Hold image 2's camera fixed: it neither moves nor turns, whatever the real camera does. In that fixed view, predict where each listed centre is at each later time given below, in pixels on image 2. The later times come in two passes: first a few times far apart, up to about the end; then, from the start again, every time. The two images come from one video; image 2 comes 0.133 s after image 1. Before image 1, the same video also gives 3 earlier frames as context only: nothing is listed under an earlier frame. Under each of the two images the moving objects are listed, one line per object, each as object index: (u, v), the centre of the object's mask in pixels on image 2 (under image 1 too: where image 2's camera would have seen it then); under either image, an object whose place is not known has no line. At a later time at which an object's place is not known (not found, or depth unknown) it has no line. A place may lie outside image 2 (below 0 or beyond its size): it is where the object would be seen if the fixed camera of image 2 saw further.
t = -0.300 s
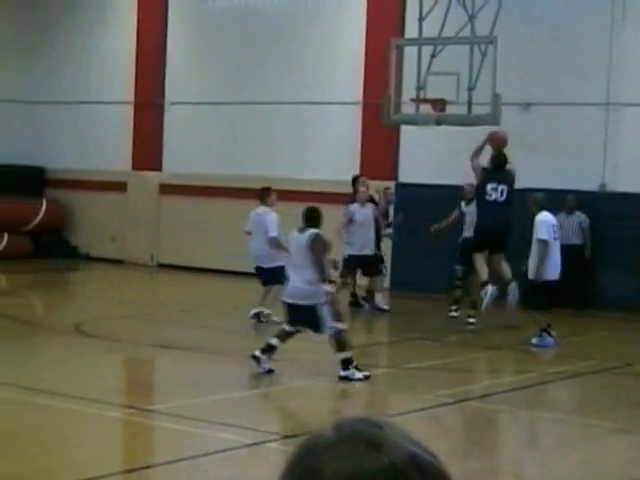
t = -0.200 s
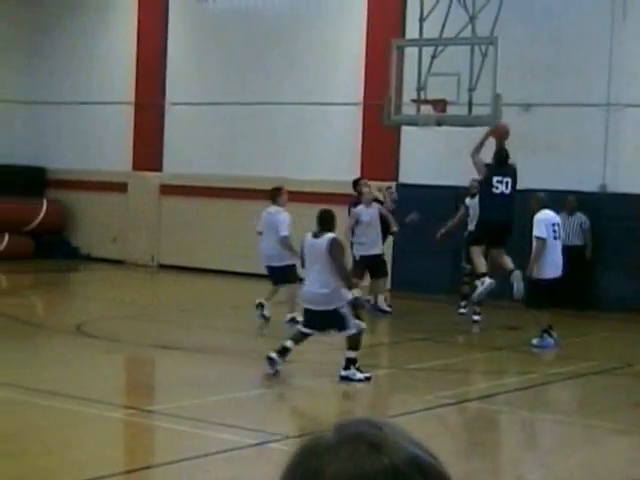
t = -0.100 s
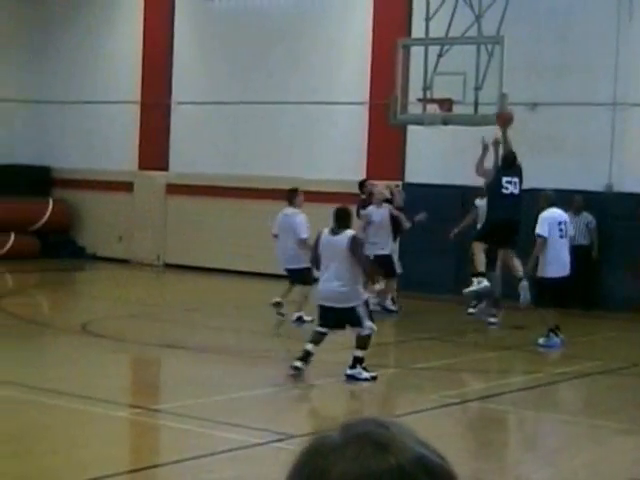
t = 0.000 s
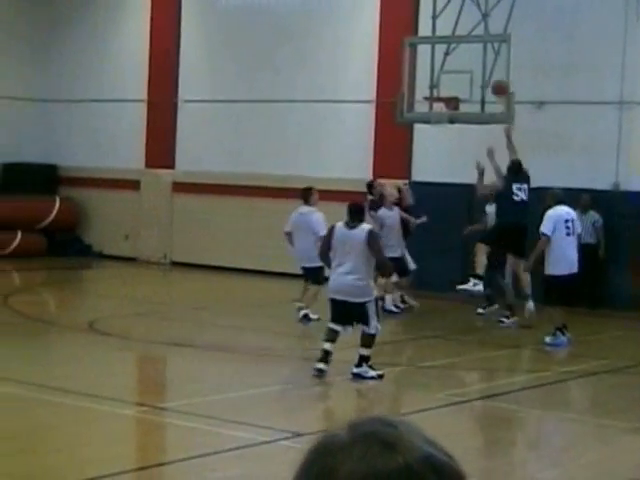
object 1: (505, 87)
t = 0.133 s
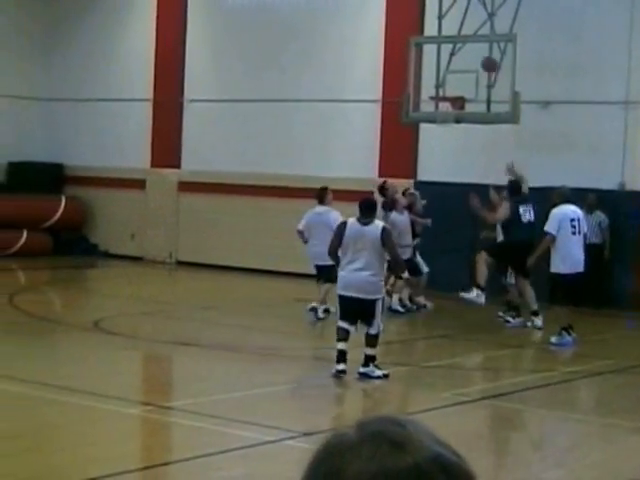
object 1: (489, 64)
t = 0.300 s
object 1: (469, 53)
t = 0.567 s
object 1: (438, 77)
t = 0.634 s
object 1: (430, 88)
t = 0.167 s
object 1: (485, 60)
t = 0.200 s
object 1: (482, 58)
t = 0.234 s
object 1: (477, 55)
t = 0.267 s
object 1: (473, 54)
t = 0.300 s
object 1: (469, 53)
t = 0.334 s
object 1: (465, 54)
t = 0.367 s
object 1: (461, 54)
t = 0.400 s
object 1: (457, 56)
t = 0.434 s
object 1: (453, 59)
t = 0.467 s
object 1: (450, 61)
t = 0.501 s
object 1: (446, 65)
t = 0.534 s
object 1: (442, 70)
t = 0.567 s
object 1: (438, 77)
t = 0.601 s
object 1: (435, 81)
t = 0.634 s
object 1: (430, 88)
